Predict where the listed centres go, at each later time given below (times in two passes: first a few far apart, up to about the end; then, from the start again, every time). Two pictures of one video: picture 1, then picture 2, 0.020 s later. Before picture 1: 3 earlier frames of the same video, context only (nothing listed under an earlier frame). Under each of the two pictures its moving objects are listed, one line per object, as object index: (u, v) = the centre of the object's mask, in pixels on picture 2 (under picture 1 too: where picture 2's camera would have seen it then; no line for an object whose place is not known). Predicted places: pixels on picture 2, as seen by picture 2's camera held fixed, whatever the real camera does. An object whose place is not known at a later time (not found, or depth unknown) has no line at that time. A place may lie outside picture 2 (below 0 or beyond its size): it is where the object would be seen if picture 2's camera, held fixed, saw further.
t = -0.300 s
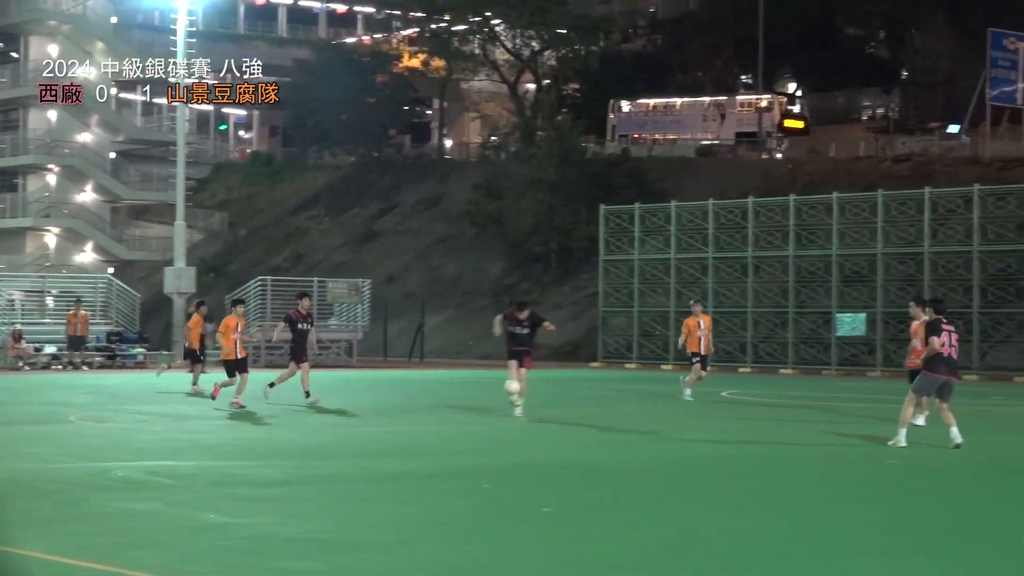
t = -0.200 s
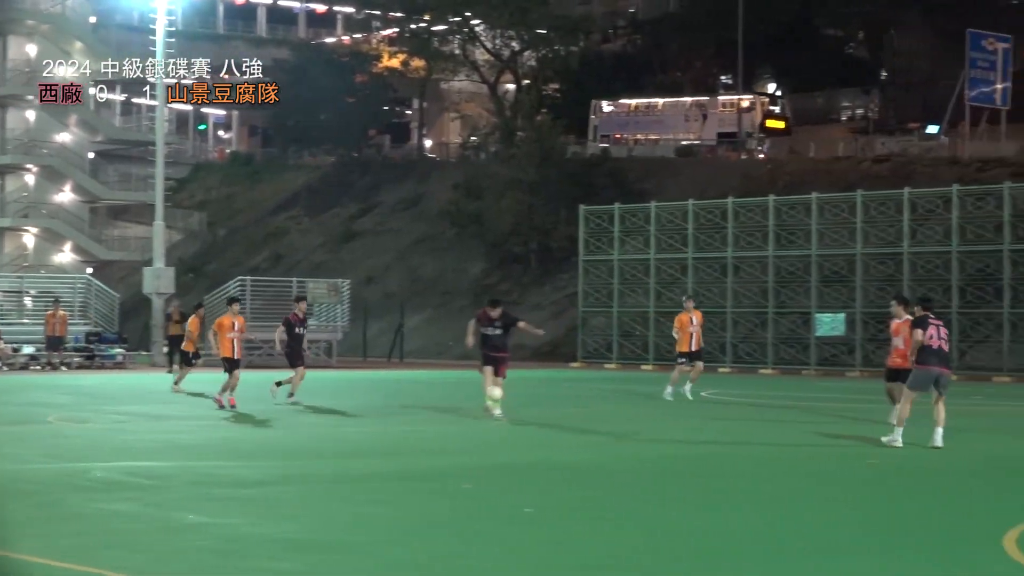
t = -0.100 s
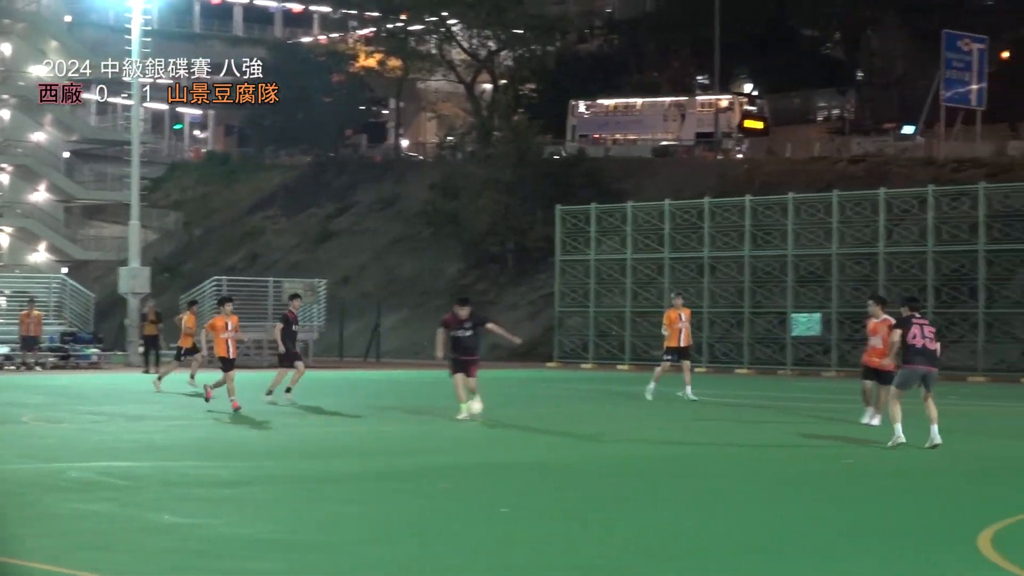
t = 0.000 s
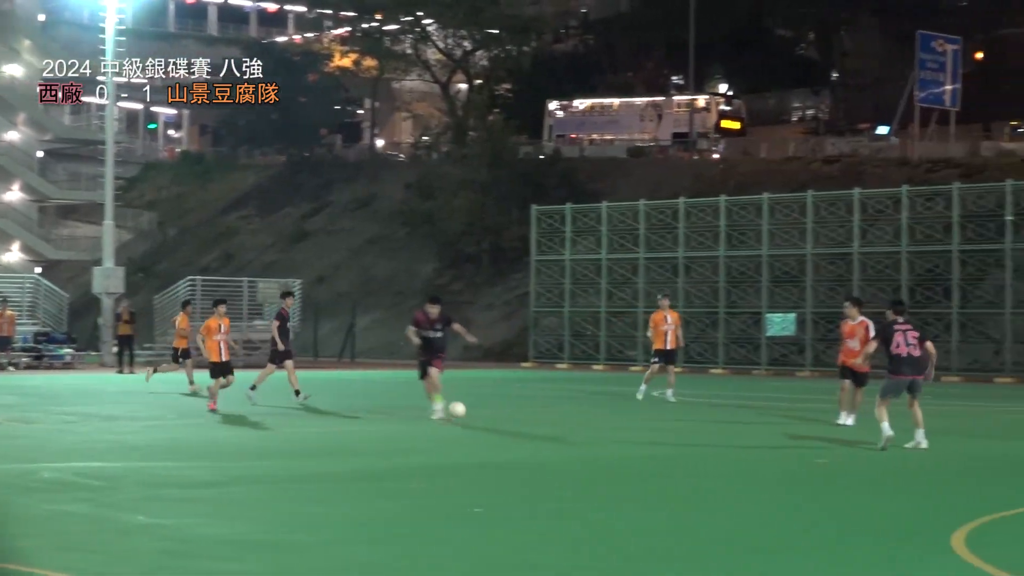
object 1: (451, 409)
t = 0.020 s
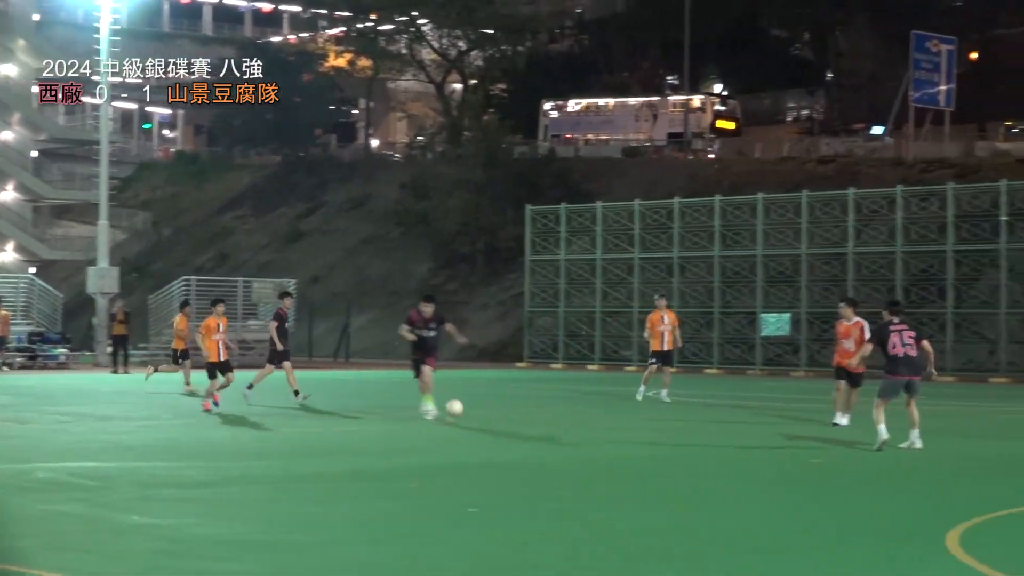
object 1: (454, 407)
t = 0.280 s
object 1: (490, 409)
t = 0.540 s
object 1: (531, 416)
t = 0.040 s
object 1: (457, 406)
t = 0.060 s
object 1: (460, 404)
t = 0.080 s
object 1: (462, 403)
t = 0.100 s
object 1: (465, 402)
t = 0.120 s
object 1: (468, 402)
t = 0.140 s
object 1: (471, 401)
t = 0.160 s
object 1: (473, 401)
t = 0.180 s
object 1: (476, 402)
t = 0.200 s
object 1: (479, 403)
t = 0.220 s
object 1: (482, 404)
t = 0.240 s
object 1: (485, 405)
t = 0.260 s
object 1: (488, 407)
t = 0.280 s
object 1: (490, 409)
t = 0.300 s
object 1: (493, 412)
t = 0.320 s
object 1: (496, 415)
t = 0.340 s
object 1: (499, 417)
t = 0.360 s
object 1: (501, 421)
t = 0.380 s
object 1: (504, 425)
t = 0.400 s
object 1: (507, 426)
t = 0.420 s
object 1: (511, 423)
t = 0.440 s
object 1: (514, 421)
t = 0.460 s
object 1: (517, 419)
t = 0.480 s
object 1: (520, 418)
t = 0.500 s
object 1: (524, 417)
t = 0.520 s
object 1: (527, 416)
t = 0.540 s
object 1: (531, 416)
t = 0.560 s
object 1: (534, 416)
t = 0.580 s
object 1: (537, 416)
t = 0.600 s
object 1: (541, 417)
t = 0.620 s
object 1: (544, 418)
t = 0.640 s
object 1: (547, 419)
